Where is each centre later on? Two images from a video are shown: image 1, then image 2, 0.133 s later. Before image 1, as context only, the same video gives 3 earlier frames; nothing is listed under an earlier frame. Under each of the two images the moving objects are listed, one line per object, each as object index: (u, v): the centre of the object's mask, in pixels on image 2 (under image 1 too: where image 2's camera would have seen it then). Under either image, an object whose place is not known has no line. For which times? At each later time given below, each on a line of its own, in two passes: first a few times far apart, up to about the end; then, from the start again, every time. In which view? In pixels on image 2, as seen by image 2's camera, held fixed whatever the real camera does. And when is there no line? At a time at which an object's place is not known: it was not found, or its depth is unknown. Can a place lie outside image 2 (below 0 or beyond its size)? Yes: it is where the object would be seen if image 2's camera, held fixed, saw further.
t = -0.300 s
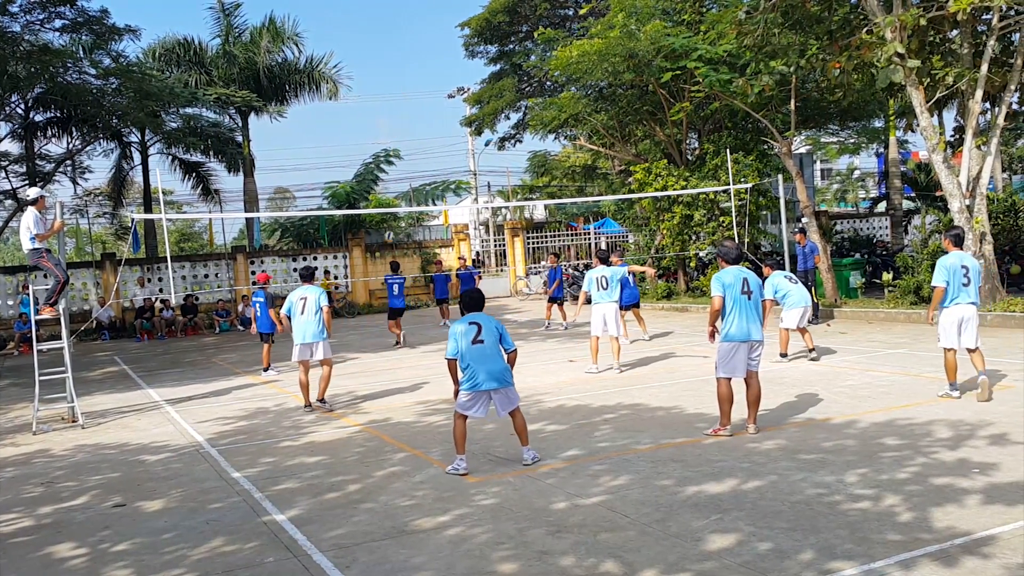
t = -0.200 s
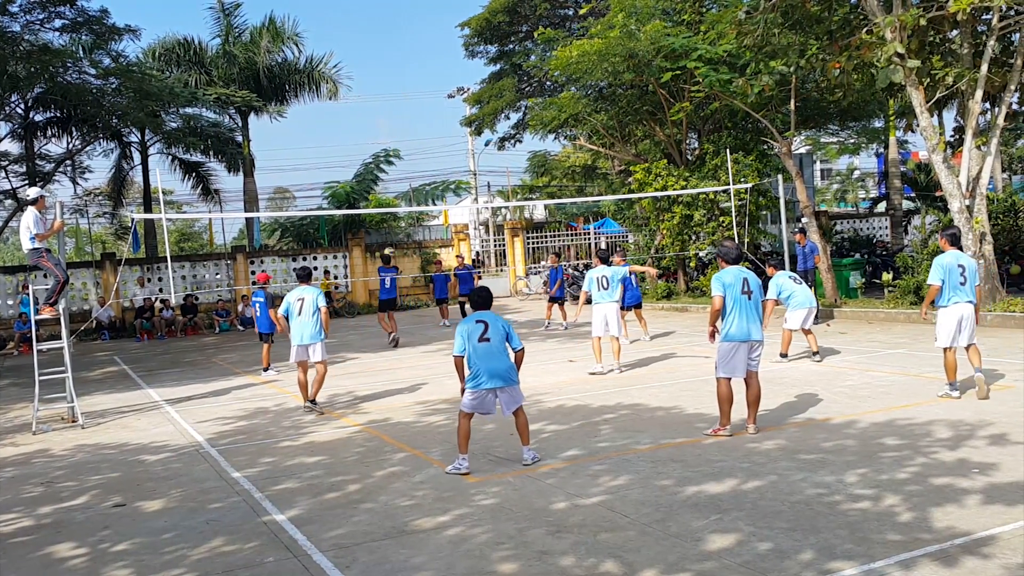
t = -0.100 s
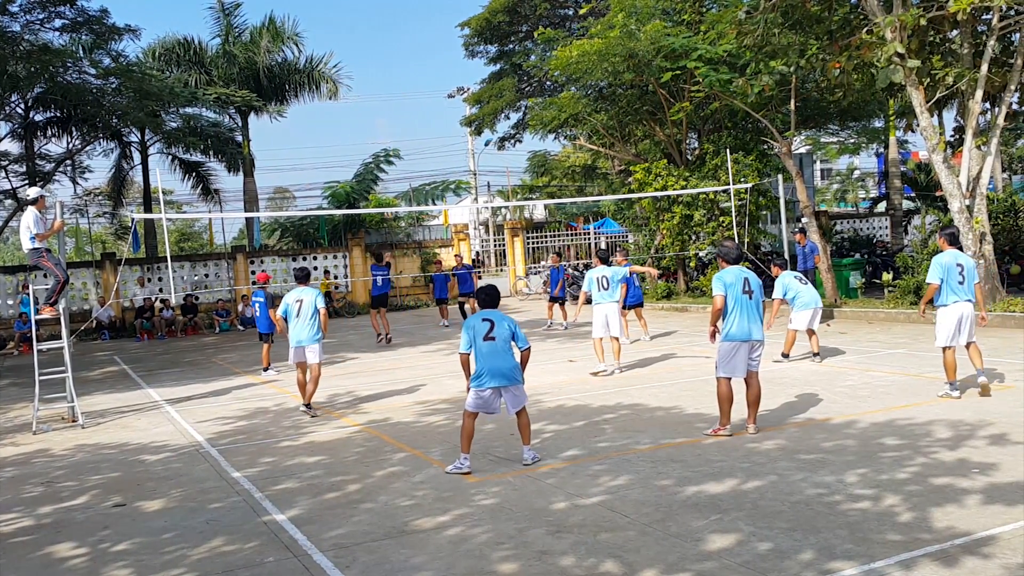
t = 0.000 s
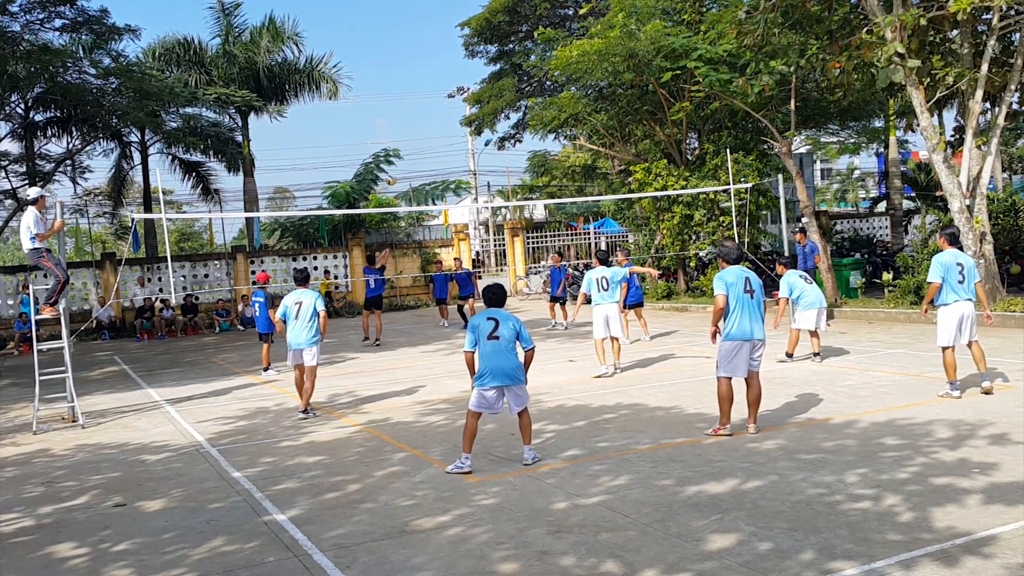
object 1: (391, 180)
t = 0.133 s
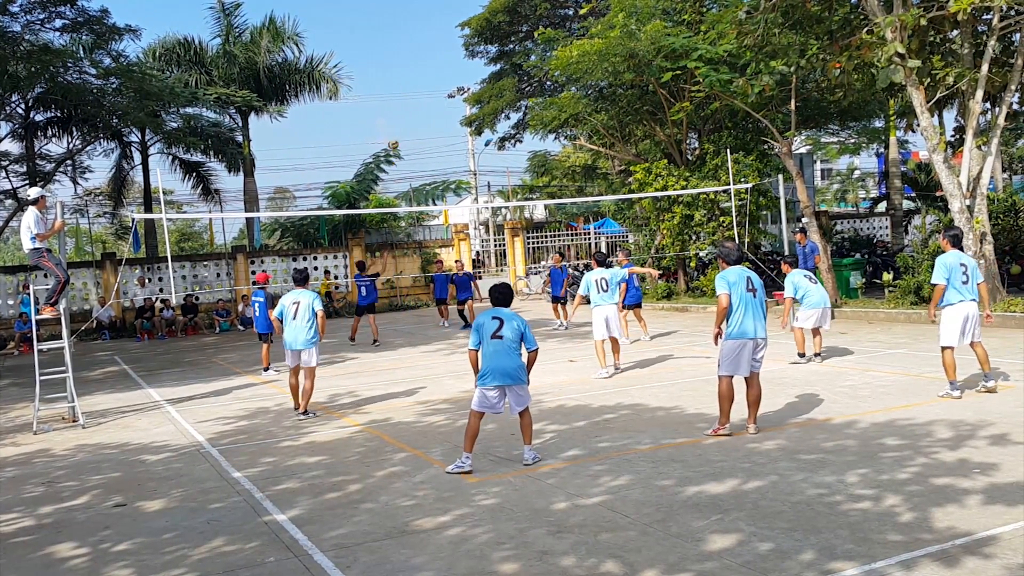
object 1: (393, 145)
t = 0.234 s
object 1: (395, 123)
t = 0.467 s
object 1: (401, 94)
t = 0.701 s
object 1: (409, 92)
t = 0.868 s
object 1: (416, 107)
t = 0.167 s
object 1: (394, 137)
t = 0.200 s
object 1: (394, 129)
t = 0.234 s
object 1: (395, 123)
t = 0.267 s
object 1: (396, 117)
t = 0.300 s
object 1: (396, 112)
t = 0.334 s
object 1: (397, 107)
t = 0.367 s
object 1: (398, 103)
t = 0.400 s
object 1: (399, 99)
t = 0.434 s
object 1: (400, 96)
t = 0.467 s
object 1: (401, 94)
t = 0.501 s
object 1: (402, 92)
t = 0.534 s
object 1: (403, 90)
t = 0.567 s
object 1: (404, 89)
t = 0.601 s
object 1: (405, 89)
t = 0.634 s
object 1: (407, 90)
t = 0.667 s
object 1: (408, 91)
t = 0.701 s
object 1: (409, 92)
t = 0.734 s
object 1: (411, 94)
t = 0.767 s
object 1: (412, 96)
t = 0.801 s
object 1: (413, 99)
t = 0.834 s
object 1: (415, 103)
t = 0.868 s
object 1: (416, 107)
